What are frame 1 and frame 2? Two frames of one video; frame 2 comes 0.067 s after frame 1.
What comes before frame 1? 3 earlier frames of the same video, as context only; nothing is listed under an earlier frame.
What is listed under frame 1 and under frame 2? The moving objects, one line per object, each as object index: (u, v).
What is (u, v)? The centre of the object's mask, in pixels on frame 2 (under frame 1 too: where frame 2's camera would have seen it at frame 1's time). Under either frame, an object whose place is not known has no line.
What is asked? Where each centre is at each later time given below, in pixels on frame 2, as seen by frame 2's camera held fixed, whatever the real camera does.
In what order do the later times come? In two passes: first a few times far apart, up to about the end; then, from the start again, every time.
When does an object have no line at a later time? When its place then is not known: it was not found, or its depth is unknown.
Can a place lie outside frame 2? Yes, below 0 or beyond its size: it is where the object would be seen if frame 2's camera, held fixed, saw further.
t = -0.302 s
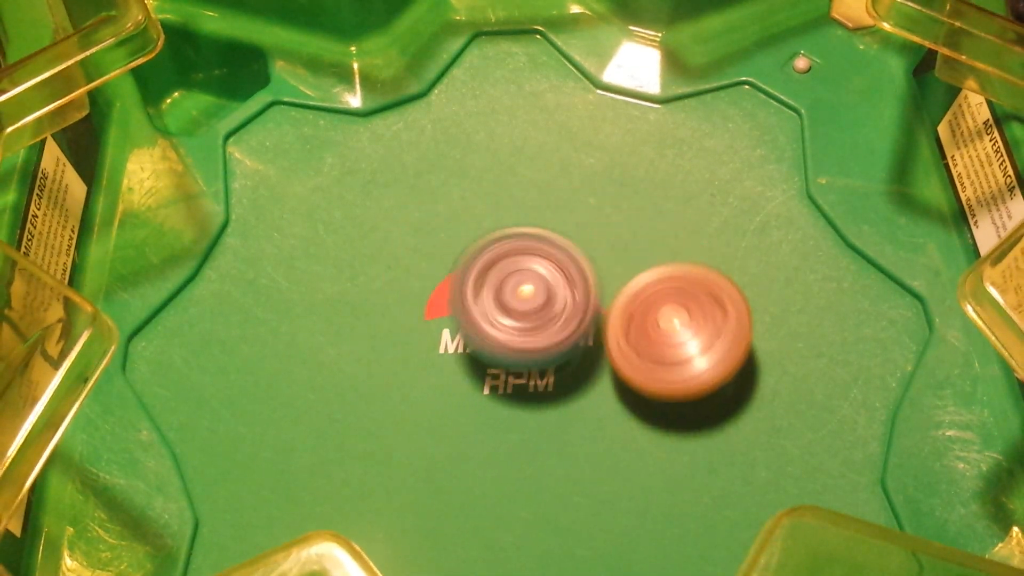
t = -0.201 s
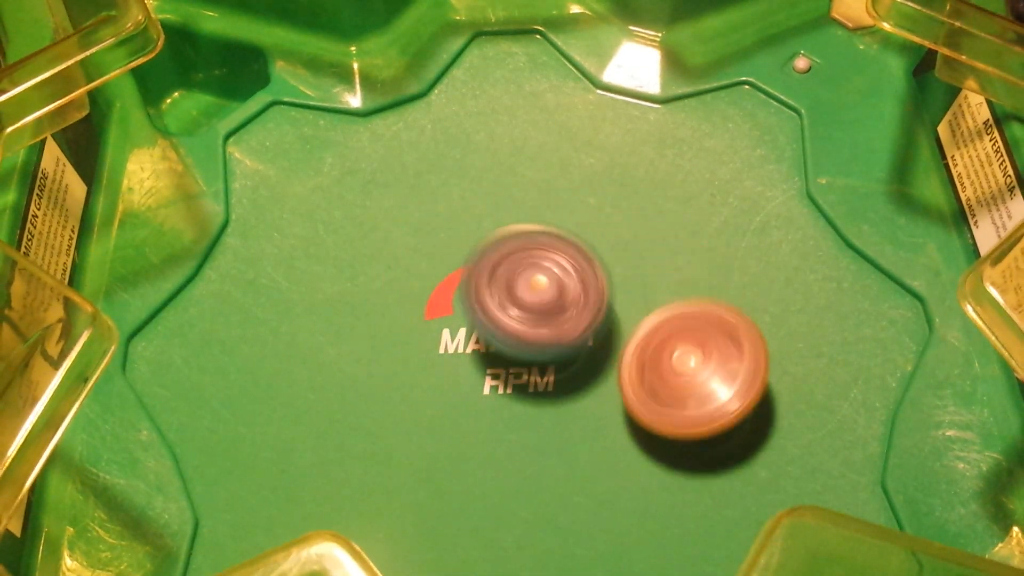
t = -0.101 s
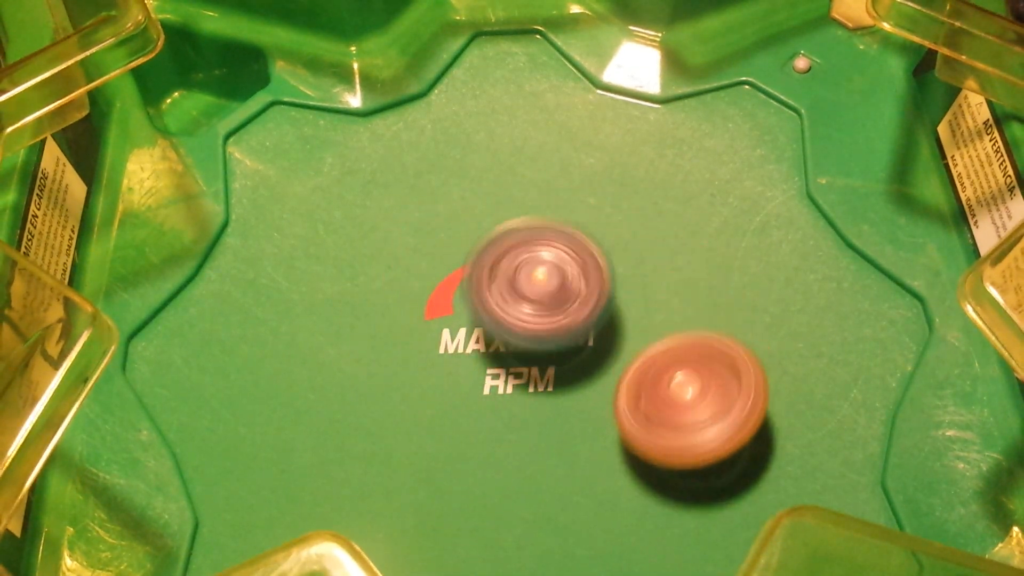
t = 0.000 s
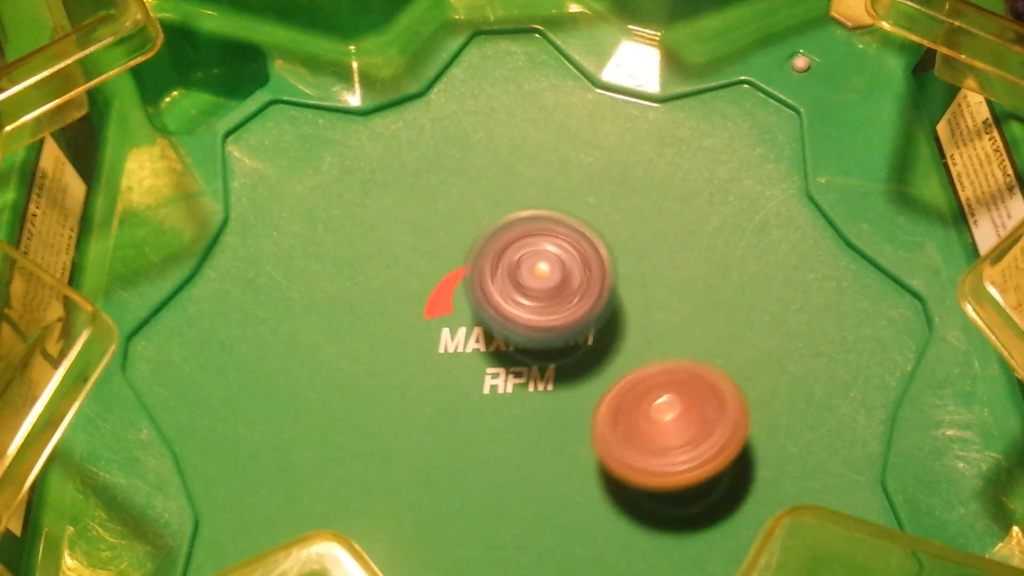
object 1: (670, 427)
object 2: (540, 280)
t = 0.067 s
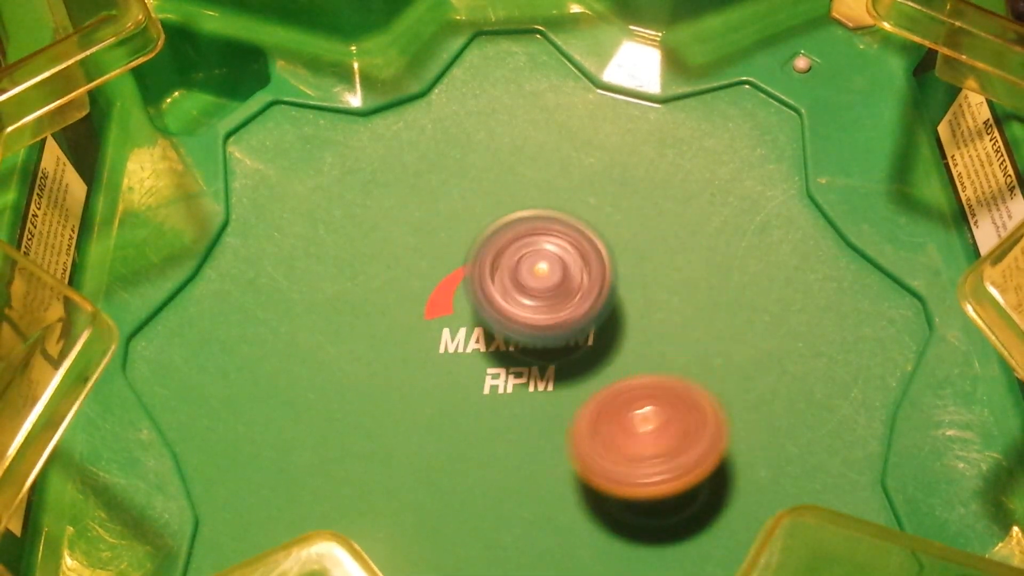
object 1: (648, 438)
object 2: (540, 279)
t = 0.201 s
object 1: (592, 442)
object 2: (543, 283)
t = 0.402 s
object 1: (471, 413)
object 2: (558, 282)
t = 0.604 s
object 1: (396, 328)
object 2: (578, 266)
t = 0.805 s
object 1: (398, 261)
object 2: (584, 277)
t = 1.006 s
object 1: (454, 225)
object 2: (571, 313)
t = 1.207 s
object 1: (524, 225)
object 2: (561, 368)
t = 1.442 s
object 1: (627, 297)
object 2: (521, 407)
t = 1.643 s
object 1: (663, 385)
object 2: (482, 401)
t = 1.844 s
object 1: (631, 436)
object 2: (474, 367)
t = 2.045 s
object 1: (561, 476)
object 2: (490, 293)
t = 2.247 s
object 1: (489, 437)
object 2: (533, 249)
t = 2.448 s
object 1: (454, 340)
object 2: (588, 250)
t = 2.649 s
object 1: (477, 261)
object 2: (619, 299)
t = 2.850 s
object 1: (529, 217)
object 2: (626, 405)
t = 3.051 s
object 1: (600, 266)
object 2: (541, 446)
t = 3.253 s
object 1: (616, 359)
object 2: (468, 401)
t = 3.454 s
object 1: (569, 424)
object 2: (446, 310)
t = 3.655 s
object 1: (488, 406)
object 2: (506, 257)
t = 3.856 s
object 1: (457, 343)
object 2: (590, 264)
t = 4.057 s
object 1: (491, 284)
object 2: (632, 330)
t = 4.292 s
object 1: (571, 274)
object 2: (584, 410)
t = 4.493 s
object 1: (613, 319)
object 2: (494, 410)
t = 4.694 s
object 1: (598, 385)
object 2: (441, 343)
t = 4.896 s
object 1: (530, 397)
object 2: (477, 270)
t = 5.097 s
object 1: (476, 367)
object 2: (560, 251)
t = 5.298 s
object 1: (479, 322)
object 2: (632, 296)
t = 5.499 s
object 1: (512, 298)
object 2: (658, 384)
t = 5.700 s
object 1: (574, 295)
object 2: (562, 454)
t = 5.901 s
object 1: (602, 296)
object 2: (420, 489)
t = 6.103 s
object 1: (578, 307)
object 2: (420, 392)
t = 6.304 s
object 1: (581, 308)
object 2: (432, 307)
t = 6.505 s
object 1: (571, 321)
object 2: (440, 289)
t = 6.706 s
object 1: (552, 351)
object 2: (440, 287)
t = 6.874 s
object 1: (566, 375)
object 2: (444, 277)
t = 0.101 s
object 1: (636, 442)
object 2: (541, 279)
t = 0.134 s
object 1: (622, 443)
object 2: (542, 280)
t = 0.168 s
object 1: (607, 443)
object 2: (542, 281)
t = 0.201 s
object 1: (592, 442)
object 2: (543, 283)
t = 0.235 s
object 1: (575, 439)
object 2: (543, 286)
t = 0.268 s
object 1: (558, 435)
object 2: (544, 288)
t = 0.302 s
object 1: (541, 428)
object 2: (547, 289)
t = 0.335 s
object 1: (520, 422)
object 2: (551, 290)
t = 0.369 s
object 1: (495, 420)
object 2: (555, 286)
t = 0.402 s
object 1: (471, 413)
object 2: (558, 282)
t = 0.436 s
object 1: (451, 402)
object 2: (563, 278)
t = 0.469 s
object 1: (436, 386)
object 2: (565, 276)
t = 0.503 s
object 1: (422, 371)
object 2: (565, 272)
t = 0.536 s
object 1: (411, 357)
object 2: (572, 270)
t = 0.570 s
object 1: (402, 343)
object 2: (576, 268)
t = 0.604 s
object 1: (396, 328)
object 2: (578, 266)
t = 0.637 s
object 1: (391, 314)
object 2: (580, 266)
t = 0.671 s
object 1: (389, 302)
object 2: (582, 267)
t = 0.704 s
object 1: (388, 291)
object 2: (584, 268)
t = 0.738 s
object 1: (390, 280)
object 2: (585, 270)
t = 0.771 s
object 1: (393, 270)
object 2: (584, 273)
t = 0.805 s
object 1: (398, 261)
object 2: (584, 277)
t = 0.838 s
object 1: (404, 254)
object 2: (580, 281)
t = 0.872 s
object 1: (411, 247)
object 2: (579, 285)
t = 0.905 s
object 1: (421, 240)
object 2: (576, 290)
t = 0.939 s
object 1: (432, 236)
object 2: (575, 297)
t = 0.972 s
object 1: (444, 232)
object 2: (572, 304)
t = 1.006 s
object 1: (454, 225)
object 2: (571, 313)
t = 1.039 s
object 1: (465, 218)
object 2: (571, 325)
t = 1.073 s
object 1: (476, 217)
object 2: (571, 334)
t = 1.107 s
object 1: (487, 217)
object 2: (569, 342)
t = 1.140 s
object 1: (499, 217)
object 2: (567, 351)
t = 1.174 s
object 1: (512, 220)
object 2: (564, 361)
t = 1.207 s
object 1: (524, 225)
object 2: (561, 368)
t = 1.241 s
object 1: (540, 231)
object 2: (556, 375)
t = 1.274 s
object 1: (553, 238)
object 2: (550, 382)
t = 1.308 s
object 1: (570, 248)
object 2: (547, 389)
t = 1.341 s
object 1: (588, 259)
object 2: (541, 394)
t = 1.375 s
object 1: (604, 272)
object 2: (534, 399)
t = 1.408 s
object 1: (616, 285)
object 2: (527, 403)
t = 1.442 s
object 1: (627, 297)
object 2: (521, 407)
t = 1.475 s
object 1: (638, 312)
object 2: (514, 409)
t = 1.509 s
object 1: (646, 328)
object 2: (506, 410)
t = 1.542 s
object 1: (653, 344)
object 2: (500, 410)
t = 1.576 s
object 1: (659, 358)
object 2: (495, 408)
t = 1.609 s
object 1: (663, 376)
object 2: (488, 406)
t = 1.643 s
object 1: (663, 385)
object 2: (482, 401)
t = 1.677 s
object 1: (662, 397)
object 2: (479, 398)
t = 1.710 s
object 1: (660, 407)
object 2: (476, 392)
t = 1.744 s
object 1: (655, 416)
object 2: (473, 386)
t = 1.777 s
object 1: (649, 424)
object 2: (472, 380)
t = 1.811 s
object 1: (641, 431)
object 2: (472, 374)
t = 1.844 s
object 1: (631, 436)
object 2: (474, 367)
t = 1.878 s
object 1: (620, 440)
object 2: (476, 360)
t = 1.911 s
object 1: (609, 443)
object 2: (478, 353)
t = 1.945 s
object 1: (598, 455)
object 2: (481, 339)
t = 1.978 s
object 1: (589, 470)
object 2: (481, 314)
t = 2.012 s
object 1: (575, 475)
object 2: (486, 301)
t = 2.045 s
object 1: (561, 476)
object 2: (490, 293)
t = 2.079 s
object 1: (549, 474)
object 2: (494, 283)
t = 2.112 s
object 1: (535, 470)
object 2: (501, 274)
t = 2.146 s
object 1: (524, 466)
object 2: (507, 265)
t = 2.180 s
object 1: (512, 457)
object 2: (514, 260)
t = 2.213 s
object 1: (499, 449)
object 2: (525, 254)
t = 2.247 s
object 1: (489, 437)
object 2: (533, 249)
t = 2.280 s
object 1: (479, 424)
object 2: (542, 247)
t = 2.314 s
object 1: (471, 410)
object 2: (552, 244)
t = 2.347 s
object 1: (464, 393)
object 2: (559, 243)
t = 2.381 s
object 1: (458, 374)
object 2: (573, 245)
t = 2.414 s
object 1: (455, 357)
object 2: (583, 247)
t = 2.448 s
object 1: (454, 340)
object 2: (588, 250)
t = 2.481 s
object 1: (453, 322)
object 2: (600, 257)
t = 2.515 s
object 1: (454, 305)
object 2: (605, 261)
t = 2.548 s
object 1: (457, 289)
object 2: (610, 269)
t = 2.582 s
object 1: (463, 276)
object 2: (615, 279)
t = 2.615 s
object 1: (471, 267)
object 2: (618, 287)
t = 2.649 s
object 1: (477, 261)
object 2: (619, 299)
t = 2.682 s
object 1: (479, 248)
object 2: (629, 319)
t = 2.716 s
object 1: (486, 235)
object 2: (635, 341)
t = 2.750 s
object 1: (495, 226)
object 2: (637, 358)
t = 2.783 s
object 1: (505, 221)
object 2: (637, 375)
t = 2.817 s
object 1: (517, 218)
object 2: (632, 390)
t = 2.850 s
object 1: (529, 217)
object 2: (626, 405)
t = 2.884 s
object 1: (539, 218)
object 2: (618, 417)
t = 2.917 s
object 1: (551, 221)
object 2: (610, 427)
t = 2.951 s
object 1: (561, 227)
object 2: (597, 436)
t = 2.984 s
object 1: (572, 235)
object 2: (584, 441)
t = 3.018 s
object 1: (582, 243)
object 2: (569, 445)
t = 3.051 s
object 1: (600, 266)
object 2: (541, 446)
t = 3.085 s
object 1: (606, 280)
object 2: (525, 443)
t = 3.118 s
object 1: (612, 295)
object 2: (512, 437)
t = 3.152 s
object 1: (616, 311)
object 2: (499, 429)
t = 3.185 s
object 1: (618, 327)
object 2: (486, 421)
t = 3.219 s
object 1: (618, 343)
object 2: (477, 412)
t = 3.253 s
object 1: (616, 359)
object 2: (468, 401)
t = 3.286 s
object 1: (615, 374)
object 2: (456, 382)
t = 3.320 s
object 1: (612, 393)
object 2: (450, 370)
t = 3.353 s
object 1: (602, 397)
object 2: (445, 354)
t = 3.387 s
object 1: (593, 411)
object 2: (441, 338)
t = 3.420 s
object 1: (580, 412)
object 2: (443, 324)
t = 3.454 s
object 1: (569, 424)
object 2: (446, 310)
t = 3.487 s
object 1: (554, 420)
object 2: (452, 296)
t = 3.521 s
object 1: (539, 421)
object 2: (460, 289)
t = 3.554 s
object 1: (526, 420)
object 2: (469, 276)
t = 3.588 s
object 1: (512, 417)
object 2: (479, 270)
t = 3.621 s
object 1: (500, 412)
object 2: (492, 262)
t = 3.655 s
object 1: (488, 406)
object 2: (506, 257)
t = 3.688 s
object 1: (479, 398)
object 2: (520, 255)
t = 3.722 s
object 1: (470, 388)
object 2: (535, 253)
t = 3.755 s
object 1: (464, 378)
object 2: (550, 254)
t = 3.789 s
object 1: (459, 367)
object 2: (562, 255)
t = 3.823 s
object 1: (457, 355)
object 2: (575, 259)
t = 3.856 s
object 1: (457, 343)
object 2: (590, 264)
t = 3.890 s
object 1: (458, 331)
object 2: (601, 272)
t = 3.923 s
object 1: (461, 320)
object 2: (612, 281)
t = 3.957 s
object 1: (466, 310)
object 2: (619, 291)
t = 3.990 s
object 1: (473, 302)
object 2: (625, 304)
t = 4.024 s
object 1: (482, 292)
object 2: (630, 316)
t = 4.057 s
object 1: (491, 284)
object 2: (632, 330)
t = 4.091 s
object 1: (502, 278)
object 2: (632, 344)
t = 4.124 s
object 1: (513, 274)
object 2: (630, 358)
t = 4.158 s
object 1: (526, 271)
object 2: (625, 370)
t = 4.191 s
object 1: (538, 270)
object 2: (617, 381)
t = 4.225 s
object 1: (551, 270)
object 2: (608, 391)
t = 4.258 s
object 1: (562, 272)
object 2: (597, 402)
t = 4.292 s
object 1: (571, 274)
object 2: (584, 410)
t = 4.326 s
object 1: (581, 278)
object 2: (571, 416)
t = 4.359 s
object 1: (591, 284)
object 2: (556, 419)
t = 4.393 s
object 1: (599, 290)
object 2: (539, 420)
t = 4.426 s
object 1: (606, 300)
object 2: (524, 418)
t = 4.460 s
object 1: (610, 308)
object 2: (508, 416)
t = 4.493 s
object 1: (613, 319)
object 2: (494, 410)
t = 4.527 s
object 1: (614, 330)
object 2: (480, 404)
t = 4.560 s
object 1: (613, 341)
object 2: (469, 393)
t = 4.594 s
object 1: (612, 352)
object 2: (458, 381)
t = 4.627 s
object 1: (610, 367)
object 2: (449, 369)
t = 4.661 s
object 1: (605, 377)
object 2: (444, 356)
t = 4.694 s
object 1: (598, 385)
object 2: (441, 343)
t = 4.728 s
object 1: (589, 394)
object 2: (443, 331)
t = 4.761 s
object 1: (577, 395)
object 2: (445, 316)
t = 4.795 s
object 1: (565, 394)
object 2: (450, 305)
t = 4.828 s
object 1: (553, 397)
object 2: (457, 291)
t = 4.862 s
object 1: (542, 398)
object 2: (466, 281)
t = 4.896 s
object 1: (530, 397)
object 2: (477, 270)
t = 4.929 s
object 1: (520, 395)
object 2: (488, 264)
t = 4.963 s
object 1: (509, 390)
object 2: (499, 259)
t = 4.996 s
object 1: (500, 384)
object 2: (514, 255)
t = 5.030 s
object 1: (491, 378)
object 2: (530, 251)
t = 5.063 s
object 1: (484, 372)
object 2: (544, 252)
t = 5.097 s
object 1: (476, 367)
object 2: (560, 251)
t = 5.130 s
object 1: (472, 359)
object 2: (577, 252)
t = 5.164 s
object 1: (469, 352)
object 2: (591, 256)
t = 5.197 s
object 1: (469, 344)
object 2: (605, 263)
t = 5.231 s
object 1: (470, 336)
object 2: (617, 274)
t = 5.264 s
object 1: (473, 329)
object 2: (625, 283)
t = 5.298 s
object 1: (479, 322)
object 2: (632, 296)
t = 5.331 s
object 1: (486, 315)
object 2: (636, 307)
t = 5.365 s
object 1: (491, 310)
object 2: (644, 324)
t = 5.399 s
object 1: (492, 302)
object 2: (656, 338)
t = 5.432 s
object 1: (496, 297)
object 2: (663, 356)
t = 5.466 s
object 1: (505, 296)
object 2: (662, 371)
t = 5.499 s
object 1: (512, 298)
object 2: (658, 384)
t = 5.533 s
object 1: (521, 297)
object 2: (645, 396)
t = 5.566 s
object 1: (533, 300)
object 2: (633, 406)
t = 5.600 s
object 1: (539, 303)
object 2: (622, 413)
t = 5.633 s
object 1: (549, 304)
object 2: (611, 420)
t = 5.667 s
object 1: (559, 305)
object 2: (598, 427)
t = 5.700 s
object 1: (574, 295)
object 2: (562, 454)
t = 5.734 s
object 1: (587, 281)
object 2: (544, 477)
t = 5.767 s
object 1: (601, 276)
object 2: (508, 485)
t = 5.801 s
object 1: (609, 280)
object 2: (482, 499)
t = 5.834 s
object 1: (609, 289)
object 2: (454, 501)
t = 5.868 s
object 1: (606, 293)
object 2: (431, 496)
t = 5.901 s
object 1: (602, 296)
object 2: (420, 489)
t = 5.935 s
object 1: (597, 298)
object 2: (417, 479)
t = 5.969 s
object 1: (594, 302)
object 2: (421, 470)
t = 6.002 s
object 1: (590, 305)
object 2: (413, 461)
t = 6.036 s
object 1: (586, 307)
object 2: (399, 433)
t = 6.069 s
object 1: (581, 307)
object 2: (402, 408)
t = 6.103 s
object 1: (578, 307)
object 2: (420, 392)
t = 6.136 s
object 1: (577, 308)
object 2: (434, 376)
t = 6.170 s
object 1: (574, 307)
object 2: (443, 361)
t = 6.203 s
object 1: (575, 308)
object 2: (445, 352)
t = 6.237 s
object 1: (578, 309)
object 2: (434, 337)
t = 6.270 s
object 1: (580, 308)
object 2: (433, 323)
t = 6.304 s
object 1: (581, 308)
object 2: (432, 307)
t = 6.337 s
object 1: (583, 308)
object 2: (433, 300)
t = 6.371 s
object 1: (581, 310)
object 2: (436, 294)
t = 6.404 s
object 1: (577, 313)
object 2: (439, 290)
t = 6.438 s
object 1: (574, 314)
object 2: (440, 289)
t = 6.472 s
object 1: (572, 316)
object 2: (441, 289)
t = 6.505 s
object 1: (571, 321)
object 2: (440, 289)
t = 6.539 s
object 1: (568, 329)
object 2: (441, 290)
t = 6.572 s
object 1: (565, 335)
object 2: (441, 290)
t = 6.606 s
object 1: (560, 339)
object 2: (441, 290)
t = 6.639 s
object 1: (554, 343)
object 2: (441, 290)
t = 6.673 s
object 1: (552, 346)
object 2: (440, 289)
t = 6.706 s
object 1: (552, 351)
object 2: (440, 287)
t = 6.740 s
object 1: (557, 359)
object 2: (437, 282)
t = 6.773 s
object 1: (561, 364)
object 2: (439, 281)
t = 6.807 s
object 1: (564, 368)
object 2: (440, 280)
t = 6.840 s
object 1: (567, 372)
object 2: (442, 278)
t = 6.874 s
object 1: (566, 375)
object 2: (444, 277)
